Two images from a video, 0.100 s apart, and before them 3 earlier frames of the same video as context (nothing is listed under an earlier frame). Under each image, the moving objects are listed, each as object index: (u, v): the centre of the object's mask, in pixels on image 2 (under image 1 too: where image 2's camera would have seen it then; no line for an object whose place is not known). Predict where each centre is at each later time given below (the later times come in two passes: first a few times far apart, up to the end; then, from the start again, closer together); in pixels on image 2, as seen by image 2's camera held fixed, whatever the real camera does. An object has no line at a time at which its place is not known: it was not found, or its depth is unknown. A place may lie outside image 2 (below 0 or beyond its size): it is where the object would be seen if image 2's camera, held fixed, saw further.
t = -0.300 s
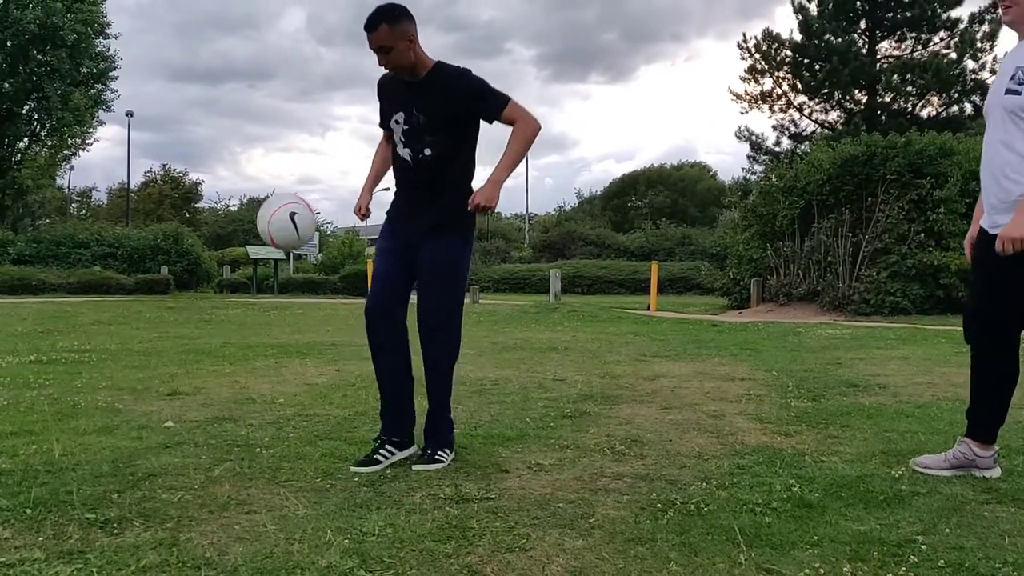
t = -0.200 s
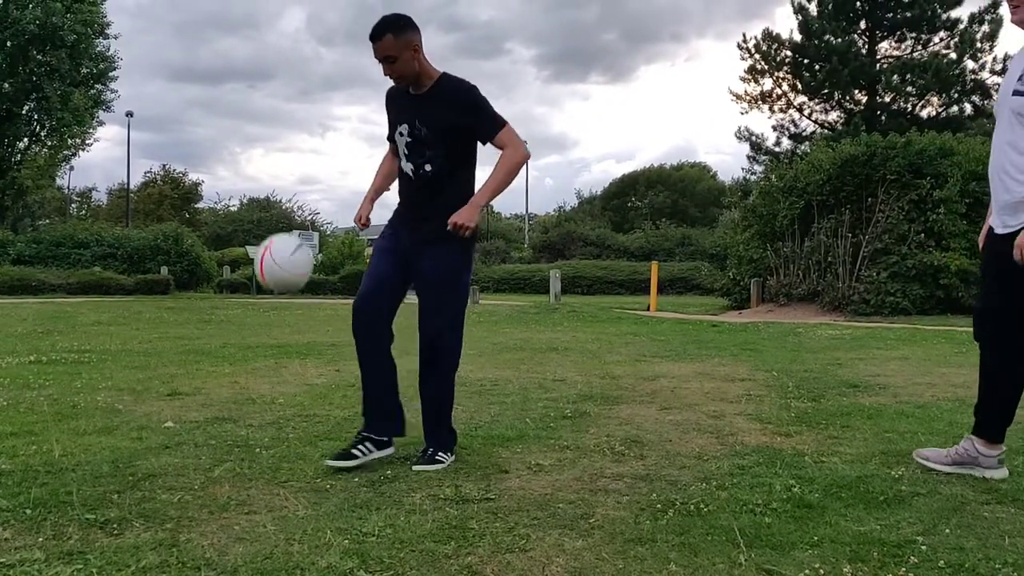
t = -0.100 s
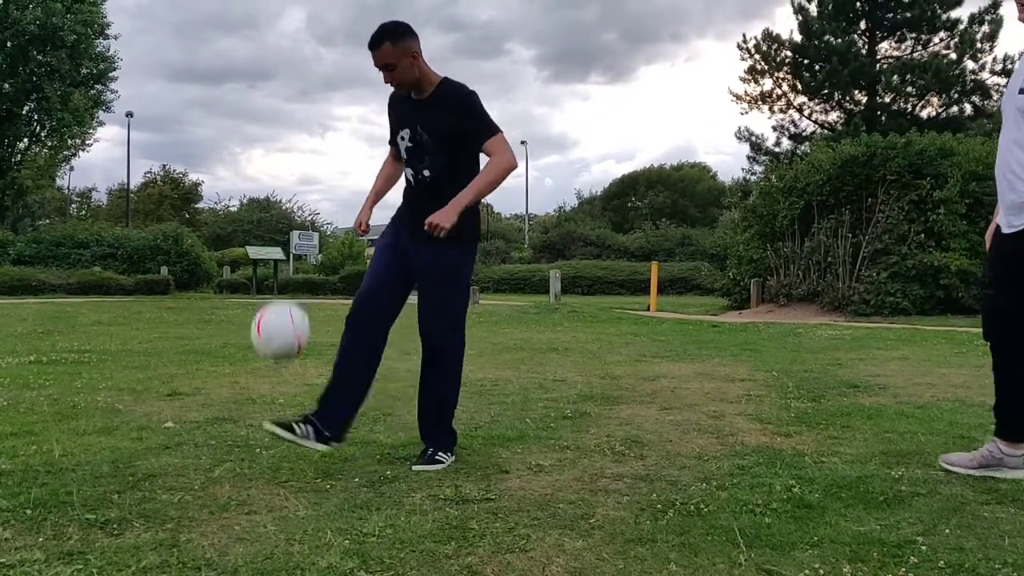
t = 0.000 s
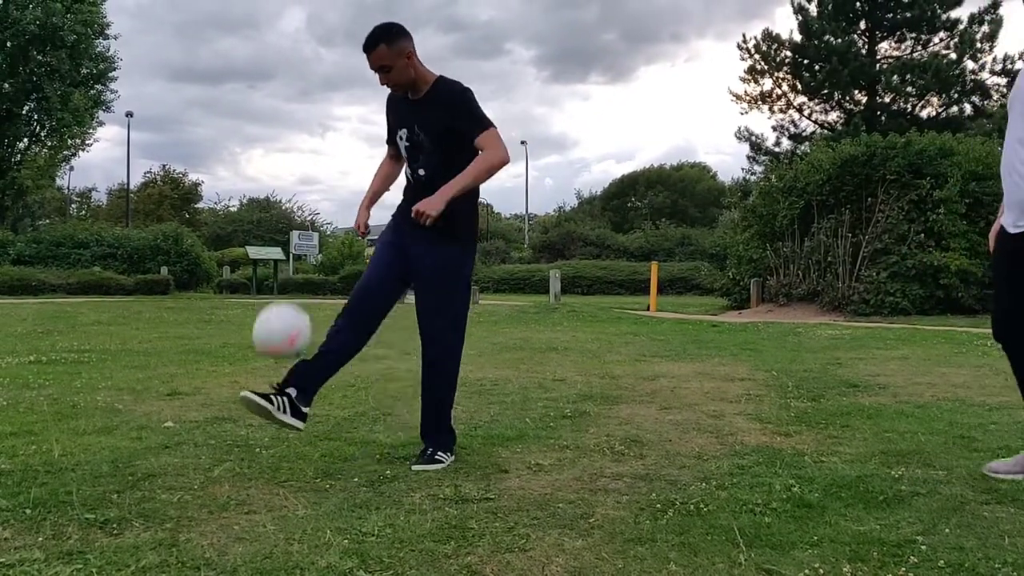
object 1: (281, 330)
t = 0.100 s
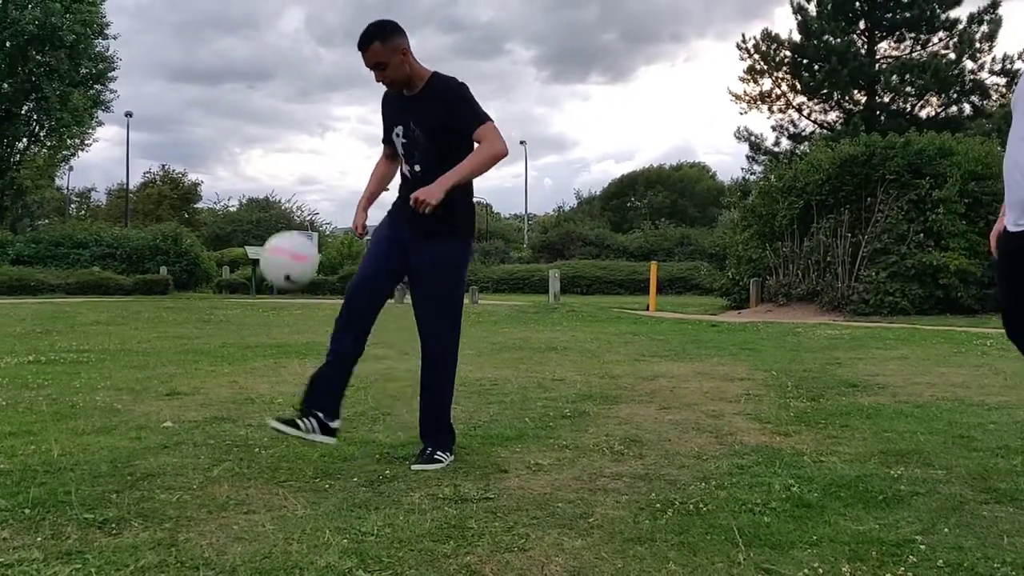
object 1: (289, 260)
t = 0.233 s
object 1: (298, 204)
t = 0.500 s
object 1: (317, 226)
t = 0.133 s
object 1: (291, 241)
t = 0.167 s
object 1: (293, 226)
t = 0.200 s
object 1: (296, 213)
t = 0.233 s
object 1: (298, 204)
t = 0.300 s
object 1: (303, 193)
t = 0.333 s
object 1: (305, 191)
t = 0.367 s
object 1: (307, 192)
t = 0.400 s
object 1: (310, 197)
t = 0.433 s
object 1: (312, 203)
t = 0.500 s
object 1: (317, 226)
